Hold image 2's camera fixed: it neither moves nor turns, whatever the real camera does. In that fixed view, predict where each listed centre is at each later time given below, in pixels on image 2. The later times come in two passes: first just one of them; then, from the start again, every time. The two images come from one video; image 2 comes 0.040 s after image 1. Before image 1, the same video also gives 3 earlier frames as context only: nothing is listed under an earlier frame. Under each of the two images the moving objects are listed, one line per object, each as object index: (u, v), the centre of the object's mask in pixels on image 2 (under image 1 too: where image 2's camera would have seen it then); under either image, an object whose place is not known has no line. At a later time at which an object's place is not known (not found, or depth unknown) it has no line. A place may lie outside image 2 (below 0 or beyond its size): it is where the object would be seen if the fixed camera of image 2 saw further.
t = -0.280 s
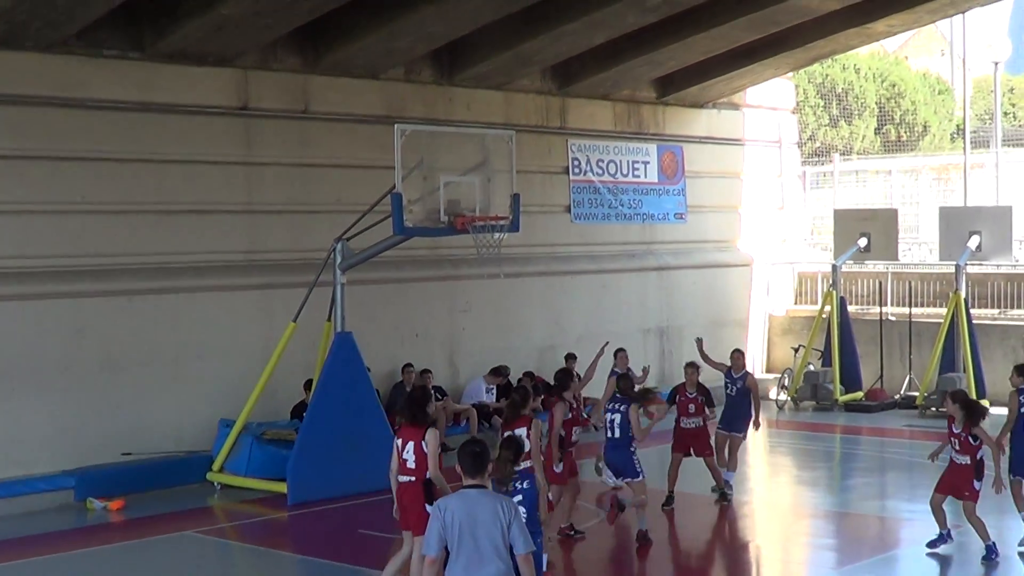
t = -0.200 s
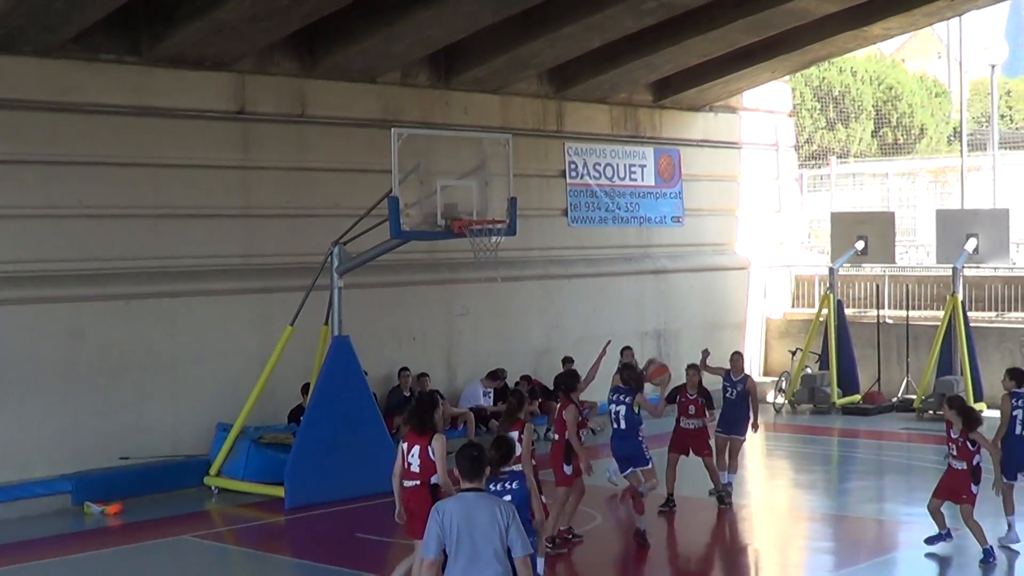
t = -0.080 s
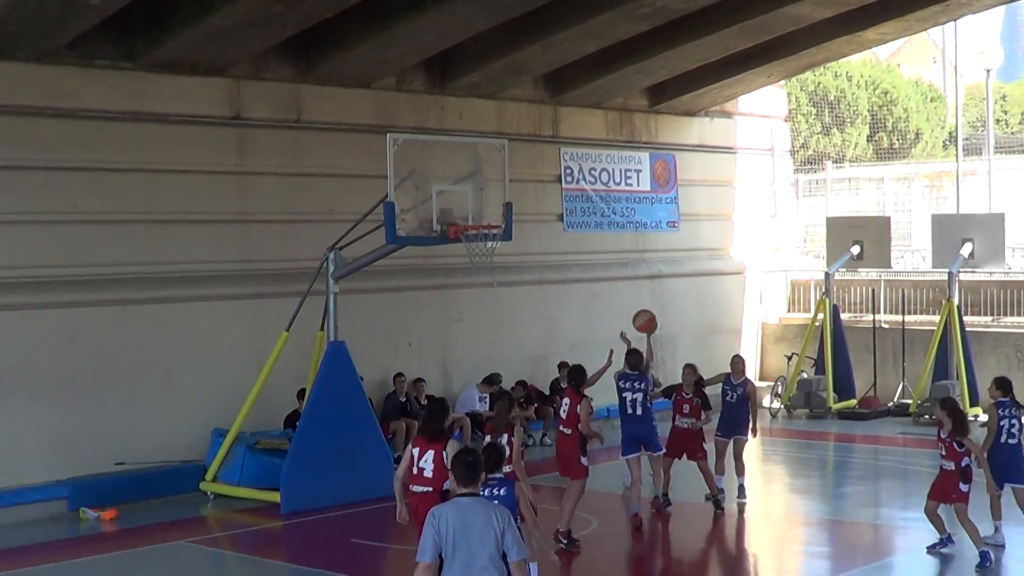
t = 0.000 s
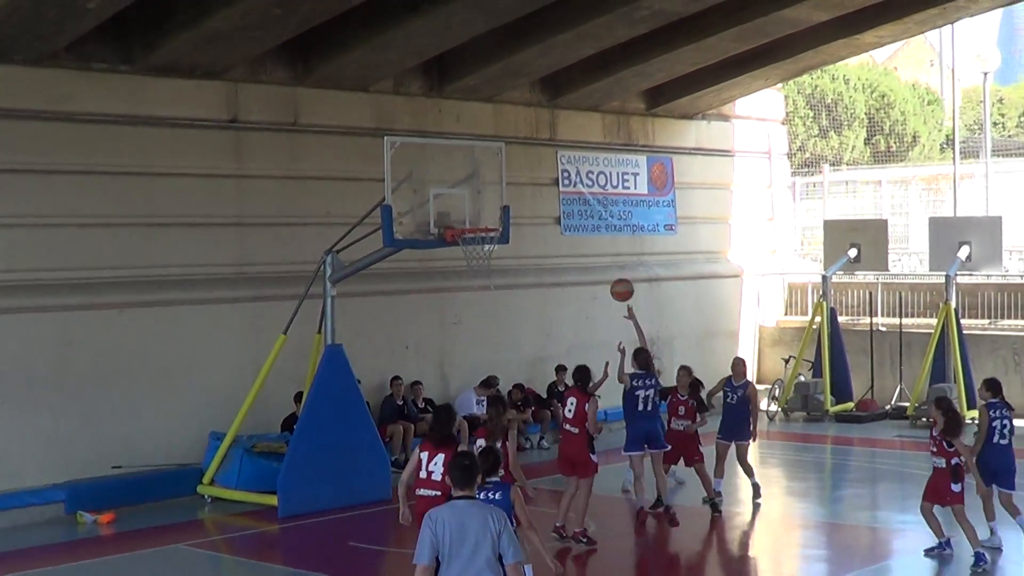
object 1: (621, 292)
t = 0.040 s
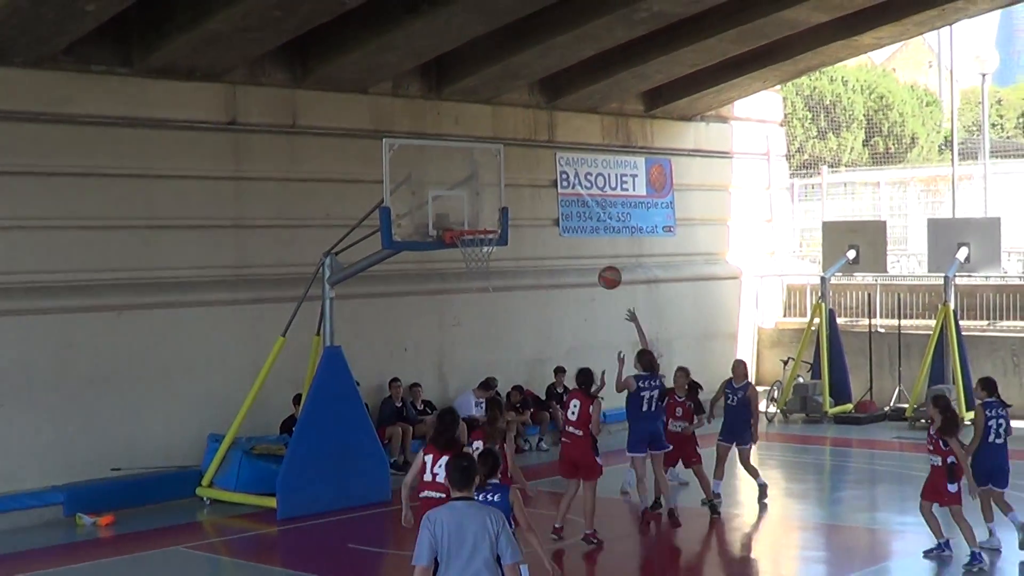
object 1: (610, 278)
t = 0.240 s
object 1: (556, 234)
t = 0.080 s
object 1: (599, 265)
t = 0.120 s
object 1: (588, 255)
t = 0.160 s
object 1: (577, 246)
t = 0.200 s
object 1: (567, 239)
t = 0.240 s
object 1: (556, 234)
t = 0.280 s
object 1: (547, 229)
